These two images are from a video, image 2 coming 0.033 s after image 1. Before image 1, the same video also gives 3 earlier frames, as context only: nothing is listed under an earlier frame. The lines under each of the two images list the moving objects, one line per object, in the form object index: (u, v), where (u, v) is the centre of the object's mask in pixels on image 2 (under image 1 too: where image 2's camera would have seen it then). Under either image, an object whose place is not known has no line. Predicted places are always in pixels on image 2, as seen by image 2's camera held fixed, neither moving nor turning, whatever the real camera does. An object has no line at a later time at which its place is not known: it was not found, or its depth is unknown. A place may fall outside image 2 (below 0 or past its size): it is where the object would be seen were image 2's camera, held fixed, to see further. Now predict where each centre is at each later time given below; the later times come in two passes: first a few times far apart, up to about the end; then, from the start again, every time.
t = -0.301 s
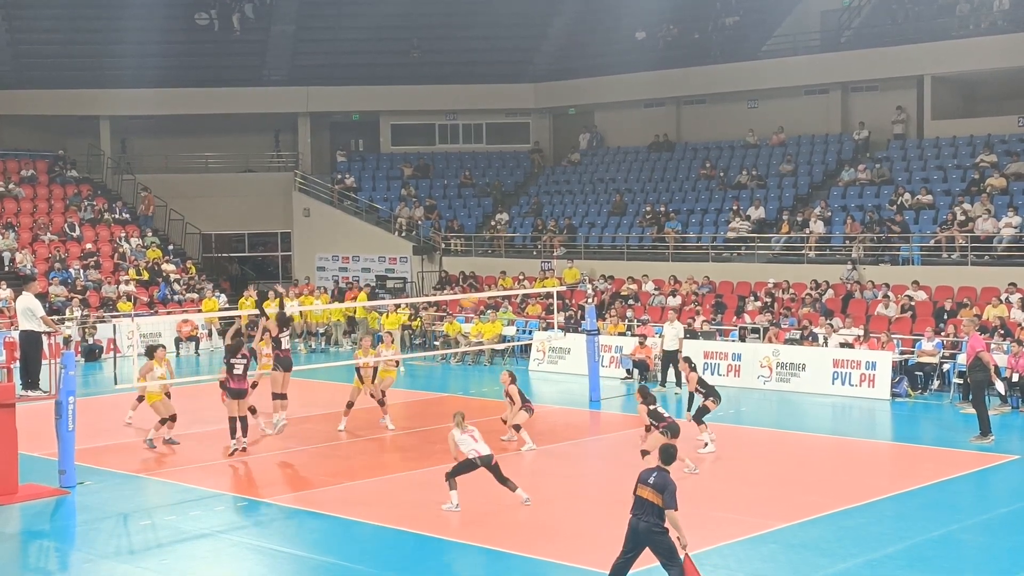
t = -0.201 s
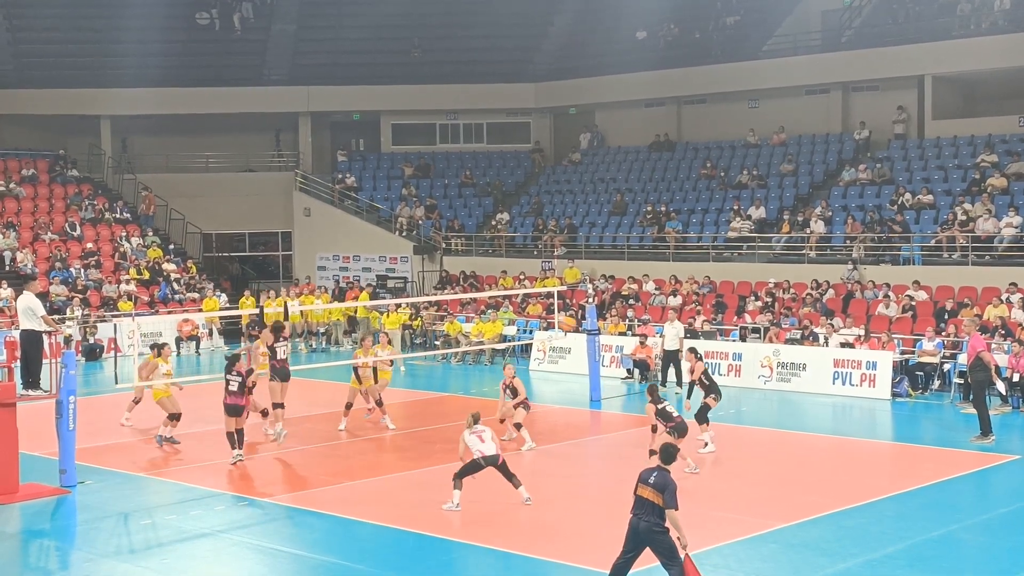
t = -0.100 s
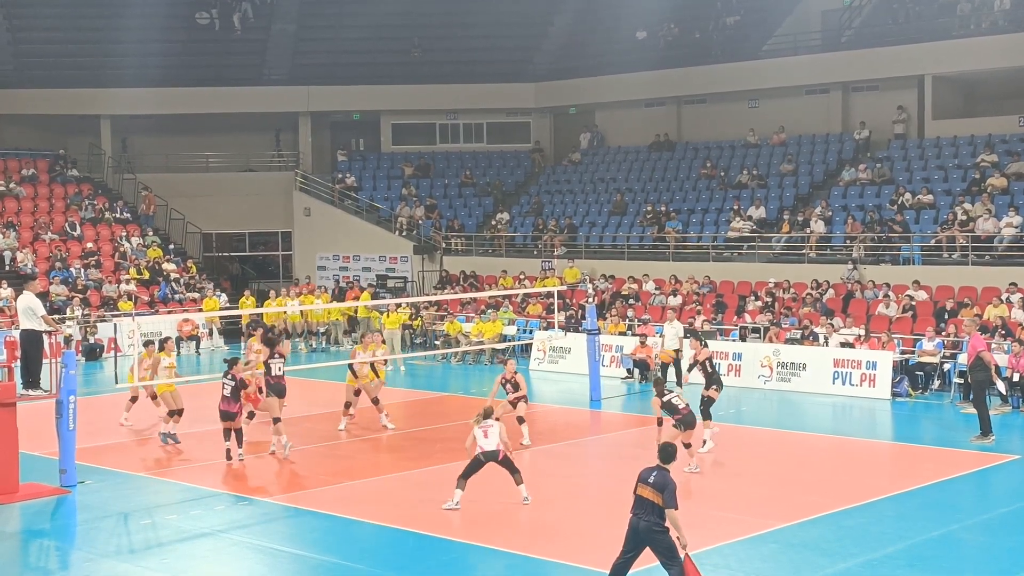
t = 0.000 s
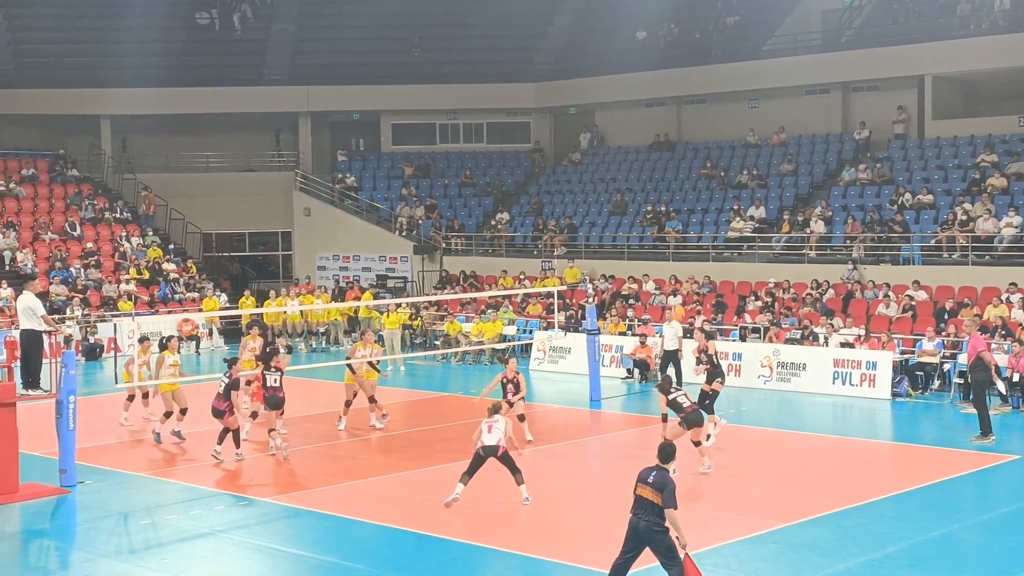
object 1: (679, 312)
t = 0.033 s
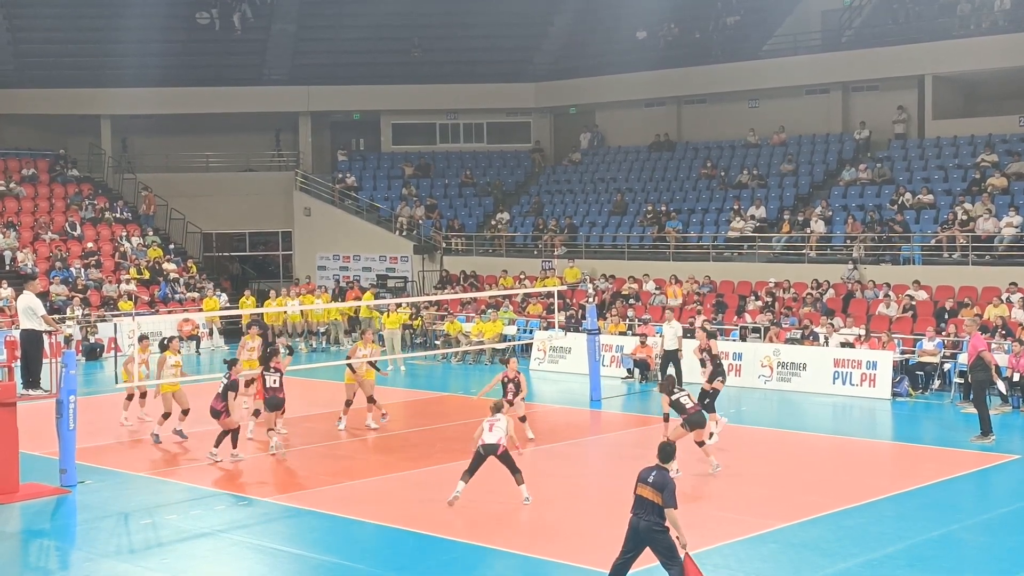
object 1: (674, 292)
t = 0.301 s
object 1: (647, 160)
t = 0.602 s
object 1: (621, 65)
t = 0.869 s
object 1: (600, 30)
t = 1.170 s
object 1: (577, 46)
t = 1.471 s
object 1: (555, 122)
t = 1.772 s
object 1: (531, 255)
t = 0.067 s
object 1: (671, 274)
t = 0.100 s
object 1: (667, 255)
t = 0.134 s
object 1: (664, 238)
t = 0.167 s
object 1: (660, 221)
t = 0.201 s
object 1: (657, 205)
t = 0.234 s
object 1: (653, 188)
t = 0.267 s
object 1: (650, 173)
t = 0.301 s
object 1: (647, 160)
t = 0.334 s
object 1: (644, 146)
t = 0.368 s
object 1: (641, 134)
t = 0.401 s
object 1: (638, 122)
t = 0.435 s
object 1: (635, 111)
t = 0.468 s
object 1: (632, 100)
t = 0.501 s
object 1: (629, 90)
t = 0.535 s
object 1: (626, 81)
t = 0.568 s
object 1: (624, 73)
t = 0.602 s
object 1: (621, 65)
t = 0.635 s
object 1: (618, 59)
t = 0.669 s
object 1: (615, 52)
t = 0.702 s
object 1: (612, 47)
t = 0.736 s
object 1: (610, 42)
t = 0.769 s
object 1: (607, 38)
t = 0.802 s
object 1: (605, 35)
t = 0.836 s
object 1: (602, 32)
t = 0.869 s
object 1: (600, 30)
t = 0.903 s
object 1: (597, 29)
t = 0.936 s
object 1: (594, 28)
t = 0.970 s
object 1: (592, 29)
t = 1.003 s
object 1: (590, 30)
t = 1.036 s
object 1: (587, 32)
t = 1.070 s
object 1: (584, 34)
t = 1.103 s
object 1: (582, 38)
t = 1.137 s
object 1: (579, 41)
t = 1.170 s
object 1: (577, 46)
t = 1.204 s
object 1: (575, 52)
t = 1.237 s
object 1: (572, 58)
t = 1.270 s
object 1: (569, 65)
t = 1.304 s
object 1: (567, 73)
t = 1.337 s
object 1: (564, 81)
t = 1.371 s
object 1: (562, 90)
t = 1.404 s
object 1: (560, 100)
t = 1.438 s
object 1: (557, 111)
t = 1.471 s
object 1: (555, 122)
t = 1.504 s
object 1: (552, 134)
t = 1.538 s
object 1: (550, 147)
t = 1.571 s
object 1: (547, 160)
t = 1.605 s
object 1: (545, 174)
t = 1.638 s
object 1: (542, 189)
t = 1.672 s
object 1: (539, 204)
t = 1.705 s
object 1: (537, 221)
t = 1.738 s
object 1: (534, 238)
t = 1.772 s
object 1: (531, 255)
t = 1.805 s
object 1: (529, 273)
